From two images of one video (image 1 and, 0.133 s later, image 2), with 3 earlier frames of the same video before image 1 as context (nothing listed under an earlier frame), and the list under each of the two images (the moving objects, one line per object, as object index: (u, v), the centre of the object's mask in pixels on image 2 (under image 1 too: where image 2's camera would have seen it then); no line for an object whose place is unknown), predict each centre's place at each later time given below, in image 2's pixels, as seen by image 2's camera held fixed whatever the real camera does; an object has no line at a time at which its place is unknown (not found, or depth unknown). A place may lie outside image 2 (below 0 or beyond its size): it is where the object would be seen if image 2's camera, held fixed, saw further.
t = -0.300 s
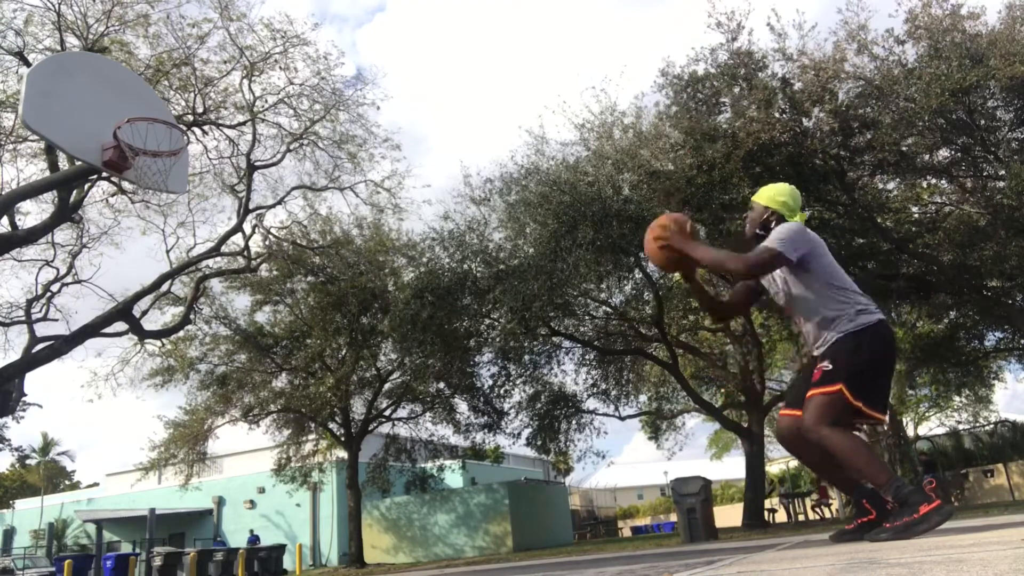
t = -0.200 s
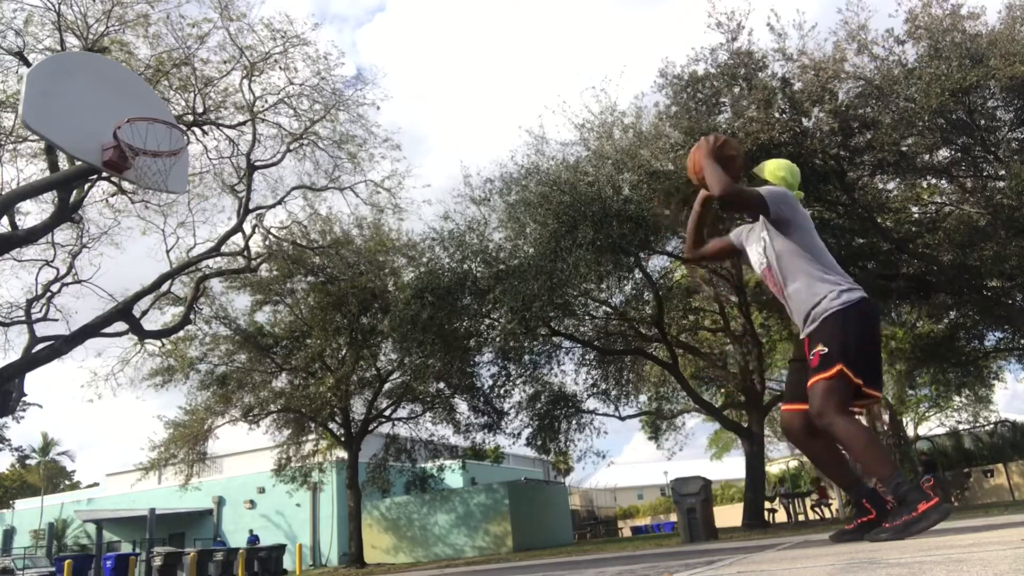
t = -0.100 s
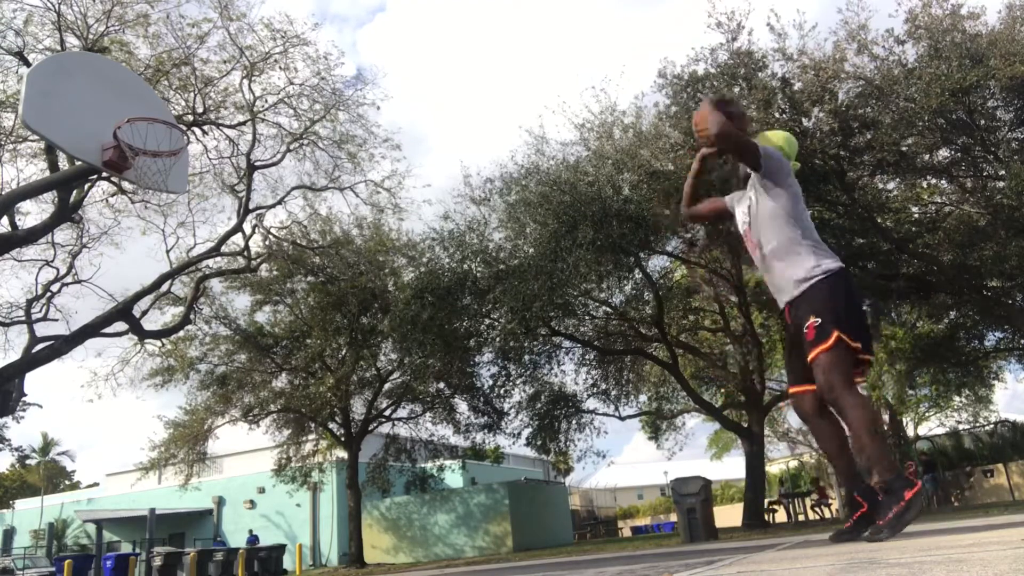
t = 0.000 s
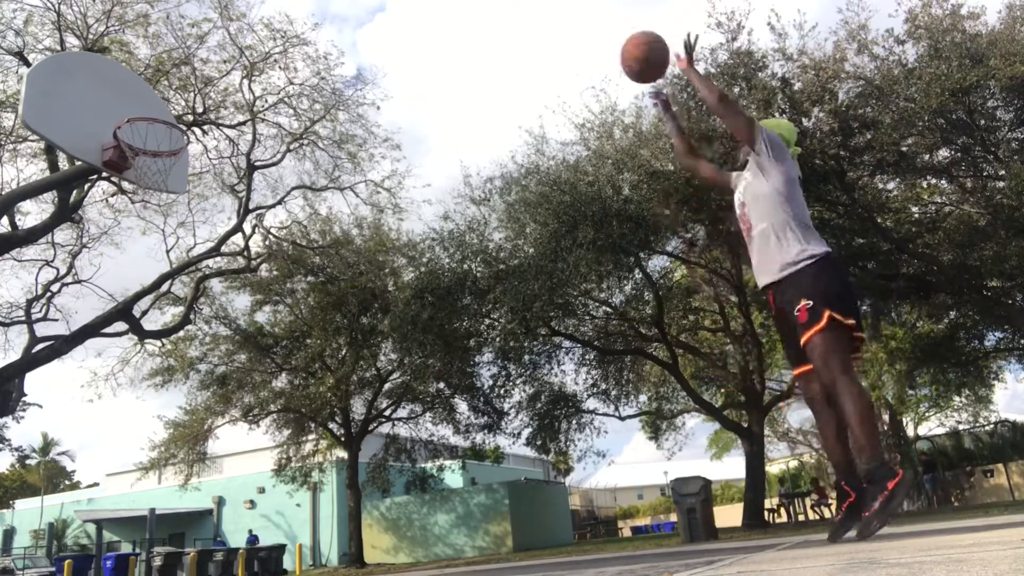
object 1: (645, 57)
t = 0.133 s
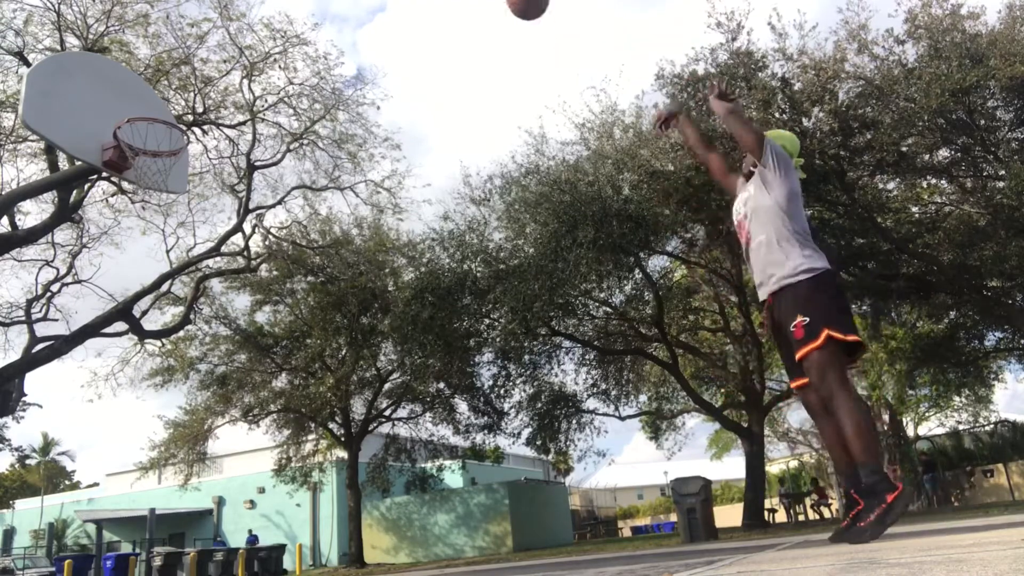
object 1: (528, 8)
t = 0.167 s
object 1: (503, 4)
